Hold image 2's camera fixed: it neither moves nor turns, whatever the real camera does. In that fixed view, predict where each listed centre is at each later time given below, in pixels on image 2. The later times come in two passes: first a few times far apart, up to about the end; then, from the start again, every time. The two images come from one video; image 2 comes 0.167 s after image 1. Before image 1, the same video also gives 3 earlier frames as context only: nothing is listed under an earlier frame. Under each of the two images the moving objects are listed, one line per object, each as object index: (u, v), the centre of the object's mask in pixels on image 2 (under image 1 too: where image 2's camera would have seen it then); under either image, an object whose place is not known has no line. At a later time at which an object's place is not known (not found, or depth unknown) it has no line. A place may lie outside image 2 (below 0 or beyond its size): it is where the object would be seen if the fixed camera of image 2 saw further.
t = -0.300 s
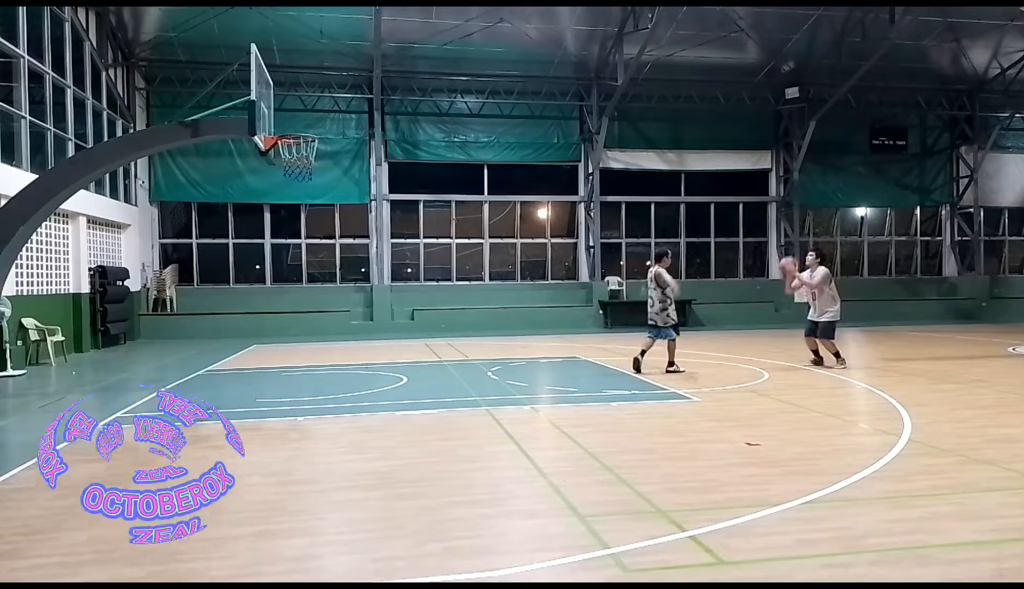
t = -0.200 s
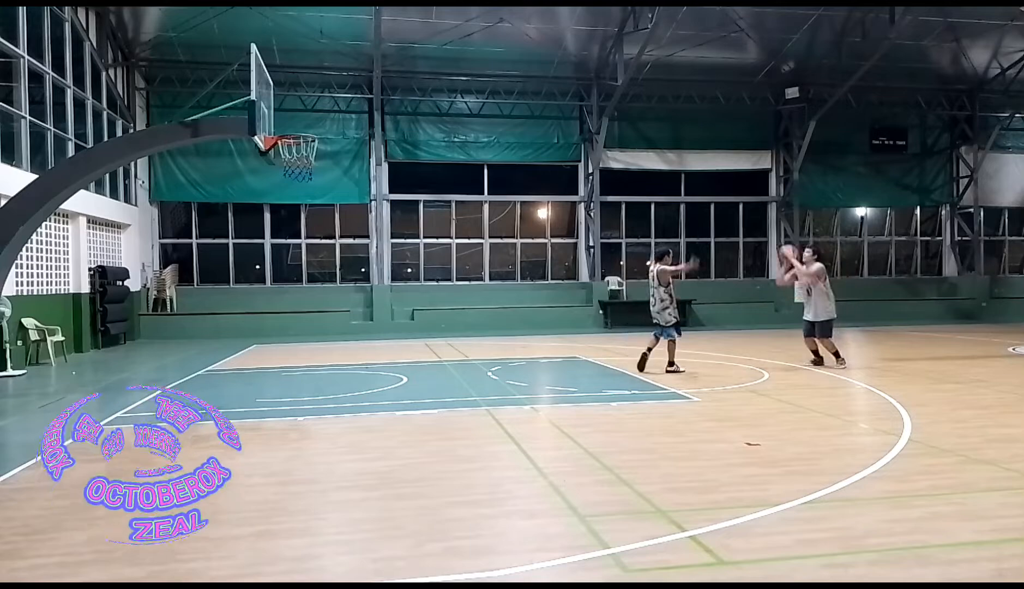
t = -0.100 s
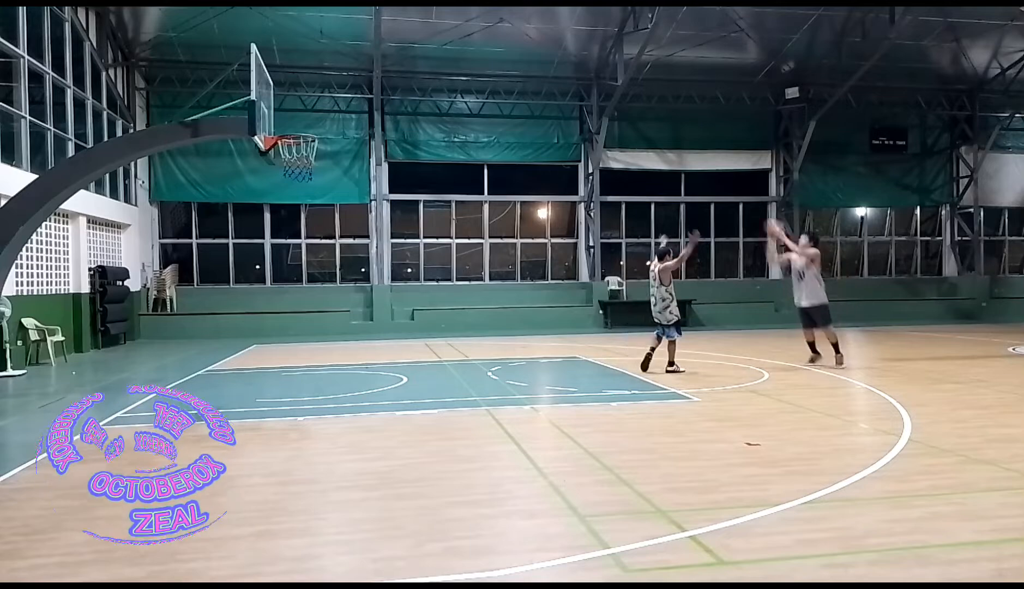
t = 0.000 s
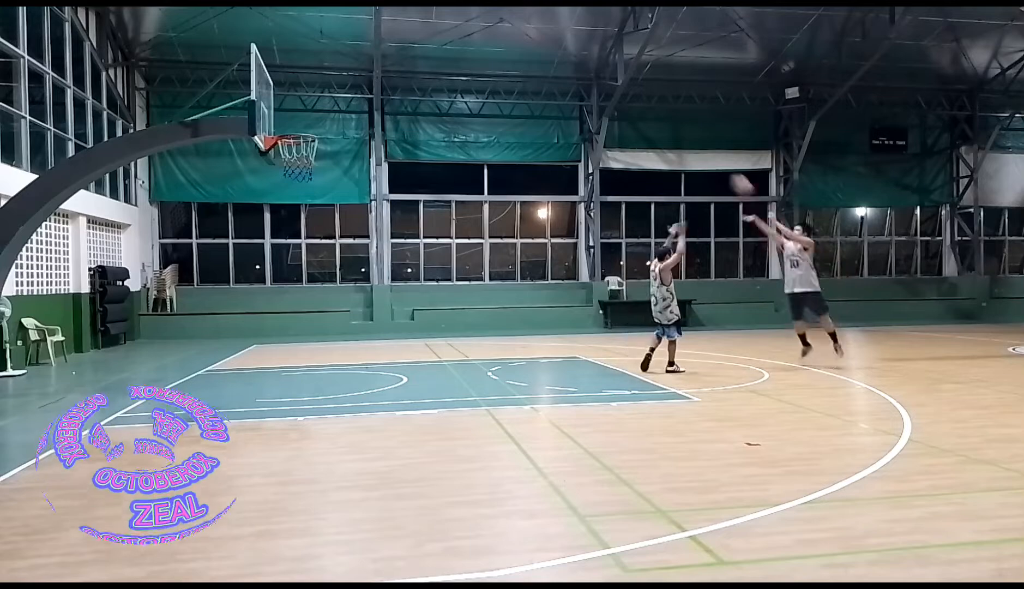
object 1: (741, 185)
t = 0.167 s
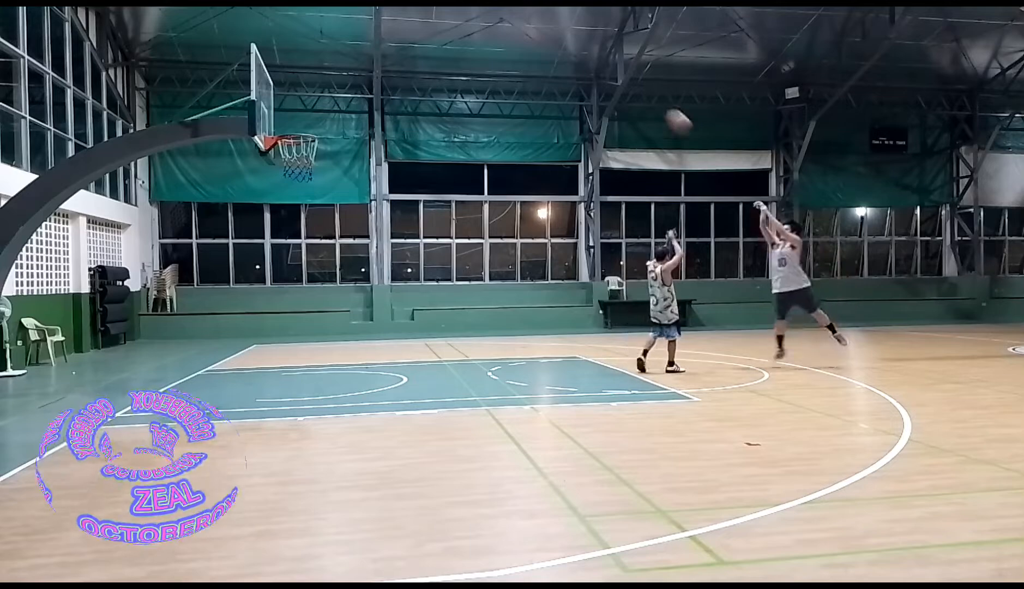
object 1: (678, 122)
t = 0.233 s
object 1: (653, 100)
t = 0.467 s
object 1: (563, 50)
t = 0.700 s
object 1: (471, 35)
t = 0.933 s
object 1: (379, 62)
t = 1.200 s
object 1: (301, 123)
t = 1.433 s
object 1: (393, 97)
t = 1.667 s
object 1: (480, 109)
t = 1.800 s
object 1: (527, 134)
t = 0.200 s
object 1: (665, 110)
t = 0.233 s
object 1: (653, 100)
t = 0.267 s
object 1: (640, 90)
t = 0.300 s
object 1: (627, 82)
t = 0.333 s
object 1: (614, 74)
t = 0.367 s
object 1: (601, 67)
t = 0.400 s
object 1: (589, 60)
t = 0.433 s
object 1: (576, 54)
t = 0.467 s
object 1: (563, 50)
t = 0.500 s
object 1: (550, 43)
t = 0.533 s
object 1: (537, 41)
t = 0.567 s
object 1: (525, 36)
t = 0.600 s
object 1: (511, 35)
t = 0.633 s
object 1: (498, 35)
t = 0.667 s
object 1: (485, 34)
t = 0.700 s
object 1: (471, 35)
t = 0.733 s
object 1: (458, 37)
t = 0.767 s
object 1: (445, 37)
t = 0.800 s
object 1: (432, 40)
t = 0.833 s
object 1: (420, 45)
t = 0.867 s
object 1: (406, 50)
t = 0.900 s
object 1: (393, 58)
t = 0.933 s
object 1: (379, 62)
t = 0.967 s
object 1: (366, 70)
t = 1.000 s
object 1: (352, 77)
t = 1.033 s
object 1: (340, 86)
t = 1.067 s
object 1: (325, 97)
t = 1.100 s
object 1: (311, 108)
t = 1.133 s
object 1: (298, 120)
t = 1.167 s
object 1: (288, 127)
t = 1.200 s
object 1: (301, 123)
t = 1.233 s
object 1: (315, 116)
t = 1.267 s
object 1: (327, 111)
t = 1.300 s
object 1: (340, 106)
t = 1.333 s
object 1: (353, 103)
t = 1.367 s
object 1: (368, 99)
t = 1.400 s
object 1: (380, 97)
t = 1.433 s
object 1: (393, 97)
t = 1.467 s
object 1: (405, 96)
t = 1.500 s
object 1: (418, 95)
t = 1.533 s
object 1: (431, 96)
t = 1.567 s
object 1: (442, 99)
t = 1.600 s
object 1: (457, 101)
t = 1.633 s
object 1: (467, 105)
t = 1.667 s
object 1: (480, 109)
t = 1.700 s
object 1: (492, 114)
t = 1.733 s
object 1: (503, 121)
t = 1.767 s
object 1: (516, 127)
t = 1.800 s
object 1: (527, 134)
